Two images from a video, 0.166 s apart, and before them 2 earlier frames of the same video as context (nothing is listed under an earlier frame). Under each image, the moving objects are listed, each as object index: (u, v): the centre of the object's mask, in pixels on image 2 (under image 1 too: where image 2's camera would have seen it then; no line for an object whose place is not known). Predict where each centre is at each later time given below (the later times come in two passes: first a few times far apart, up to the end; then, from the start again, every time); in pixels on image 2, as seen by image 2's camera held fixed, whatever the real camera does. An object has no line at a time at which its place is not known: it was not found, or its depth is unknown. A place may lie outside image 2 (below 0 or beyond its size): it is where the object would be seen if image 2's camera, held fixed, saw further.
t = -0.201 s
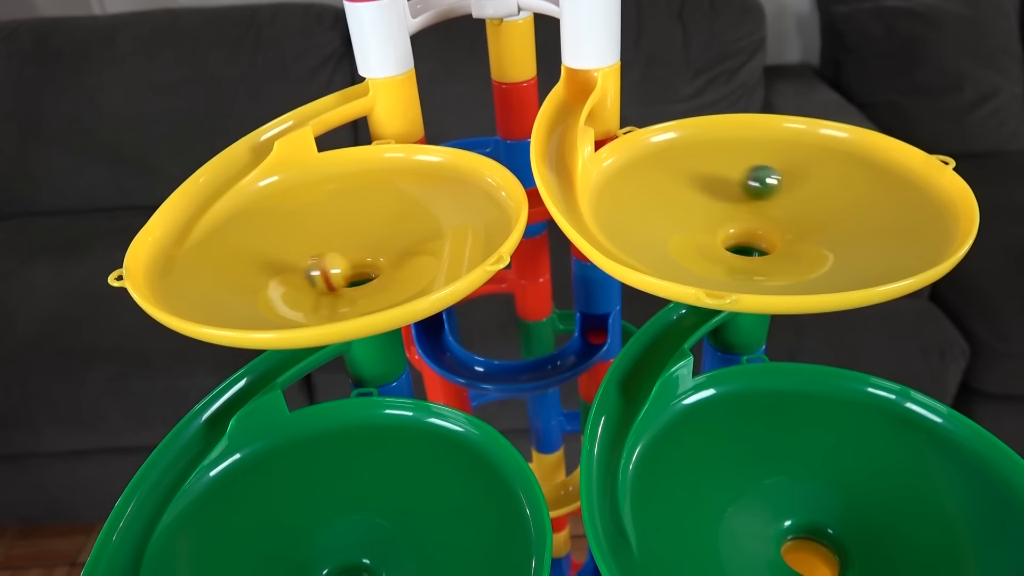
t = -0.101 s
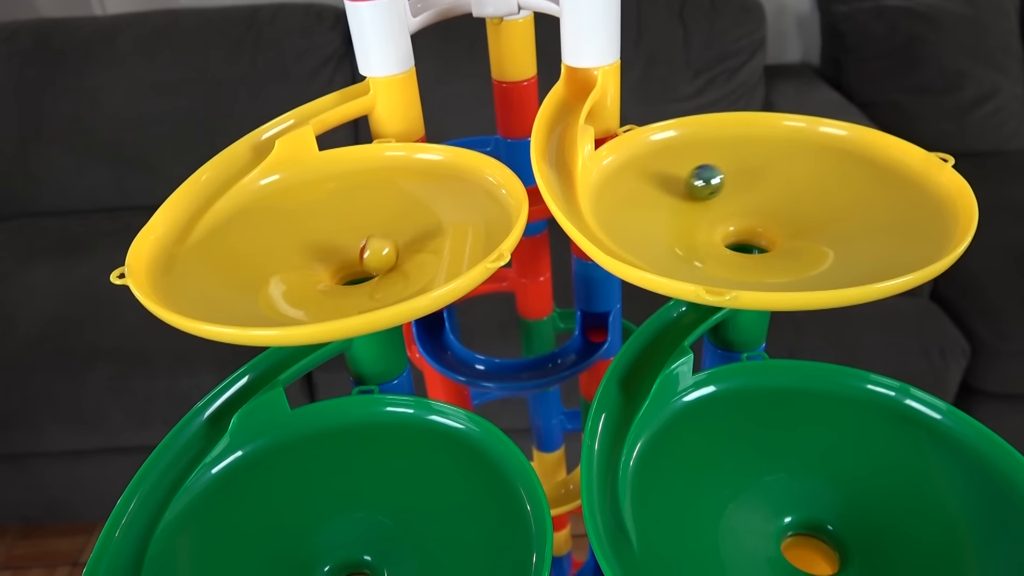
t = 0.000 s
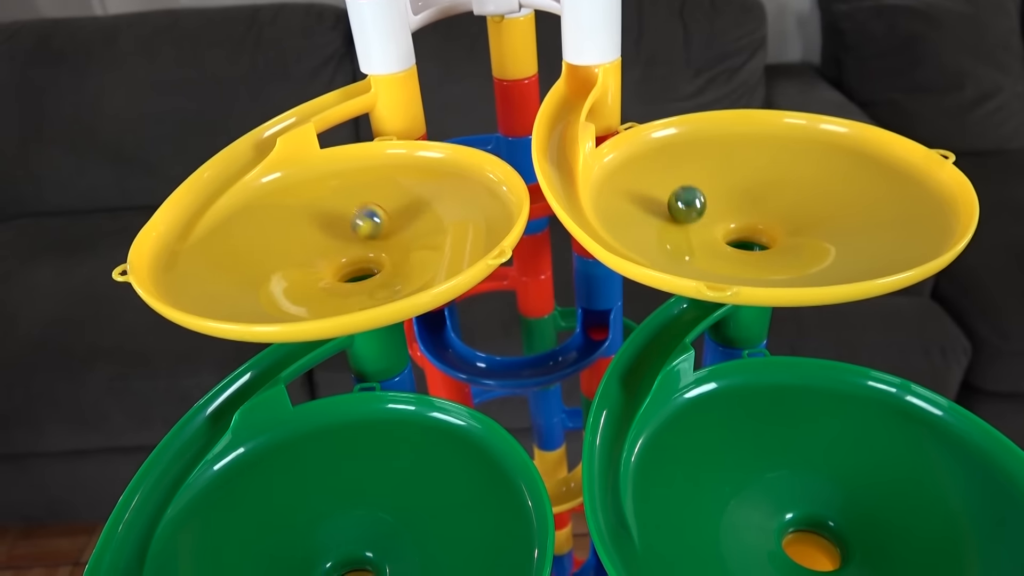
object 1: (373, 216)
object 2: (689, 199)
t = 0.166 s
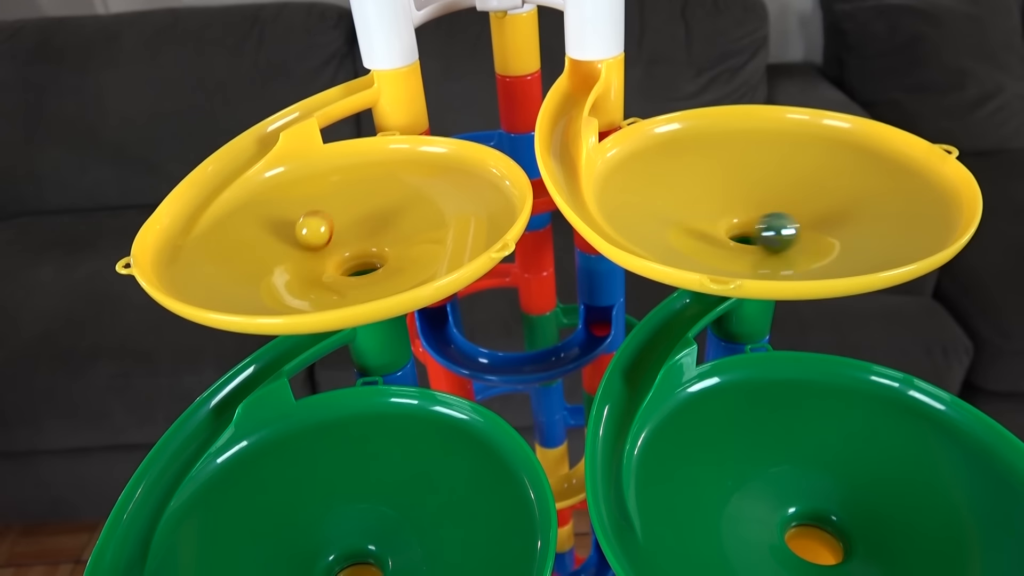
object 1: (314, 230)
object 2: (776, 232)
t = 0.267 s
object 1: (330, 258)
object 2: (826, 218)
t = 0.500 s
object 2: (739, 179)
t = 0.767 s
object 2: (737, 229)
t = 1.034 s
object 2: (786, 184)
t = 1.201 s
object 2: (703, 188)
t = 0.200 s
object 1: (312, 240)
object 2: (797, 229)
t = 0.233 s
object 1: (318, 250)
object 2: (815, 225)
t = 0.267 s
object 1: (330, 258)
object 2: (826, 218)
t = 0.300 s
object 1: (349, 259)
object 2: (830, 210)
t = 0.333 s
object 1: (363, 257)
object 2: (827, 202)
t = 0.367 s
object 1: (378, 250)
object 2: (818, 194)
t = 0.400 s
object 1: (391, 245)
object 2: (802, 187)
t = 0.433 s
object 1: (395, 237)
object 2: (783, 182)
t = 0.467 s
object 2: (762, 179)
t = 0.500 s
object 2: (739, 179)
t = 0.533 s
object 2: (718, 183)
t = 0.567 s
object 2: (702, 188)
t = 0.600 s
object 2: (693, 194)
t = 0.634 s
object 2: (690, 202)
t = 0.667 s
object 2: (693, 210)
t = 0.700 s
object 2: (702, 218)
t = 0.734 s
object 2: (718, 224)
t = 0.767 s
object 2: (737, 229)
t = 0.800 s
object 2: (756, 231)
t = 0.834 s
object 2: (778, 230)
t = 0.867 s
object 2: (796, 226)
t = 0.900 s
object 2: (808, 220)
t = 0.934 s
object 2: (813, 211)
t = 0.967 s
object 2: (810, 201)
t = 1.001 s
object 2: (800, 192)
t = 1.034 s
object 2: (786, 184)
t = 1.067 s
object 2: (767, 178)
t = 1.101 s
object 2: (748, 176)
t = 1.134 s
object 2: (730, 177)
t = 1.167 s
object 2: (715, 181)
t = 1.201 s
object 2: (703, 188)
